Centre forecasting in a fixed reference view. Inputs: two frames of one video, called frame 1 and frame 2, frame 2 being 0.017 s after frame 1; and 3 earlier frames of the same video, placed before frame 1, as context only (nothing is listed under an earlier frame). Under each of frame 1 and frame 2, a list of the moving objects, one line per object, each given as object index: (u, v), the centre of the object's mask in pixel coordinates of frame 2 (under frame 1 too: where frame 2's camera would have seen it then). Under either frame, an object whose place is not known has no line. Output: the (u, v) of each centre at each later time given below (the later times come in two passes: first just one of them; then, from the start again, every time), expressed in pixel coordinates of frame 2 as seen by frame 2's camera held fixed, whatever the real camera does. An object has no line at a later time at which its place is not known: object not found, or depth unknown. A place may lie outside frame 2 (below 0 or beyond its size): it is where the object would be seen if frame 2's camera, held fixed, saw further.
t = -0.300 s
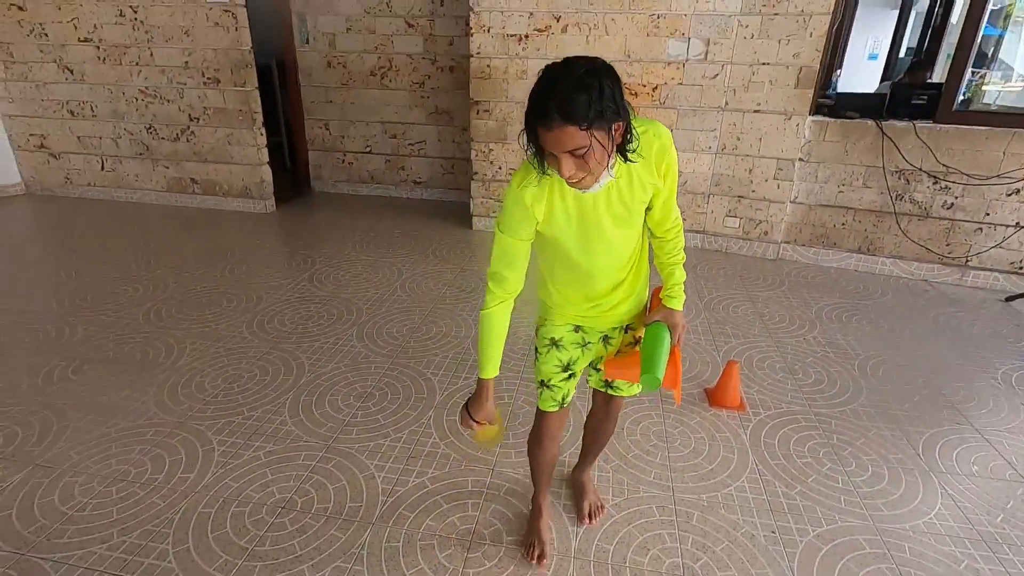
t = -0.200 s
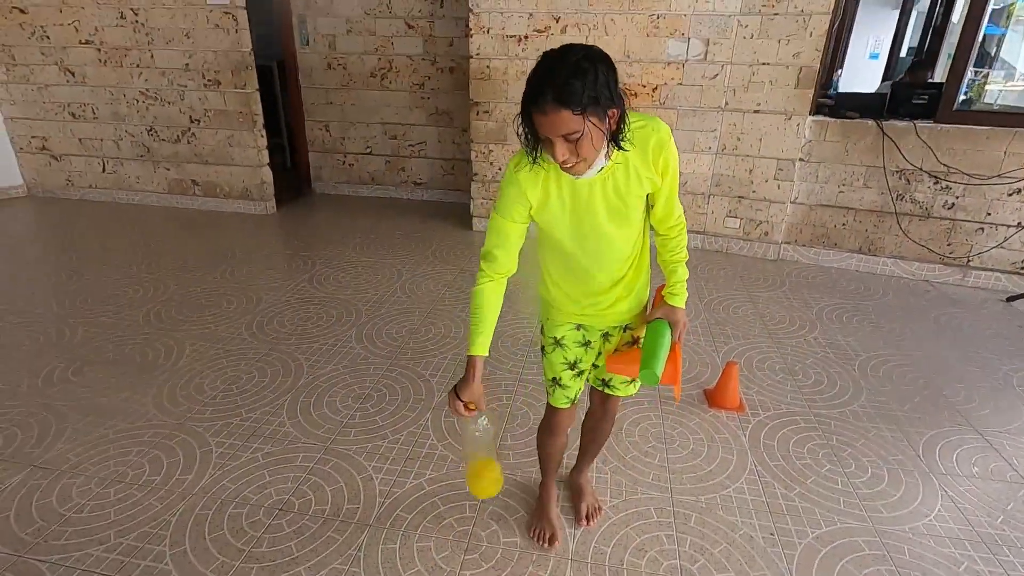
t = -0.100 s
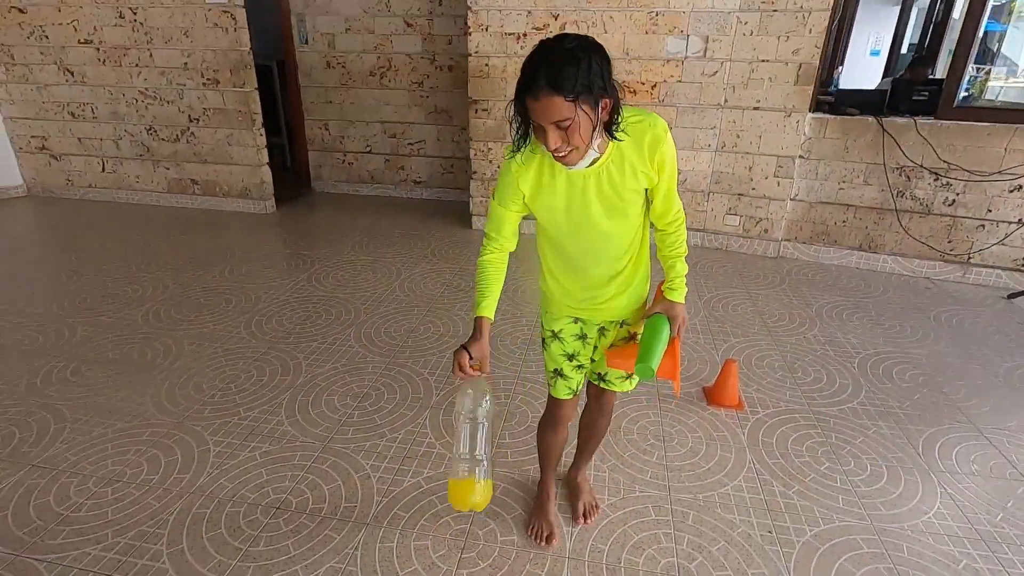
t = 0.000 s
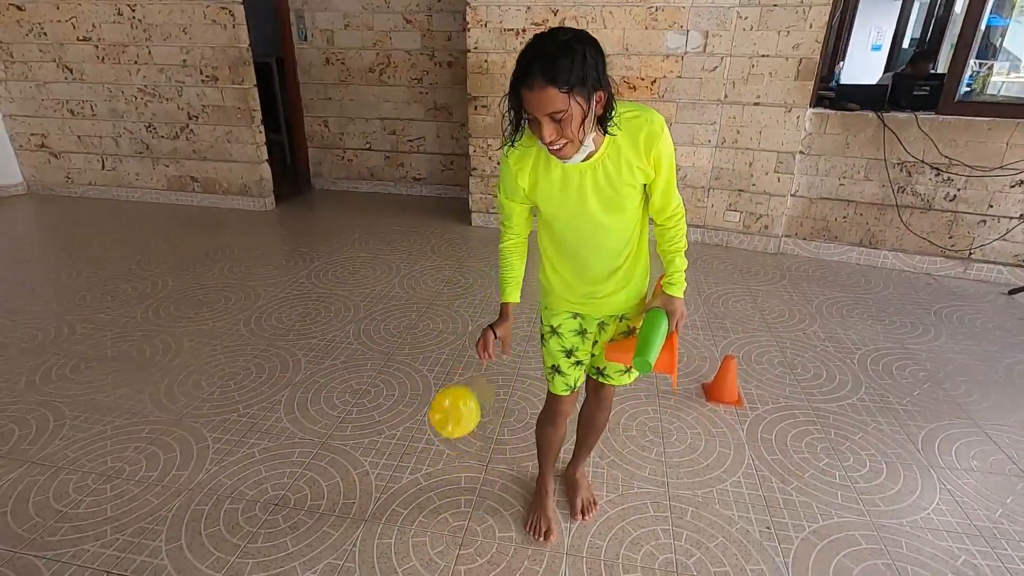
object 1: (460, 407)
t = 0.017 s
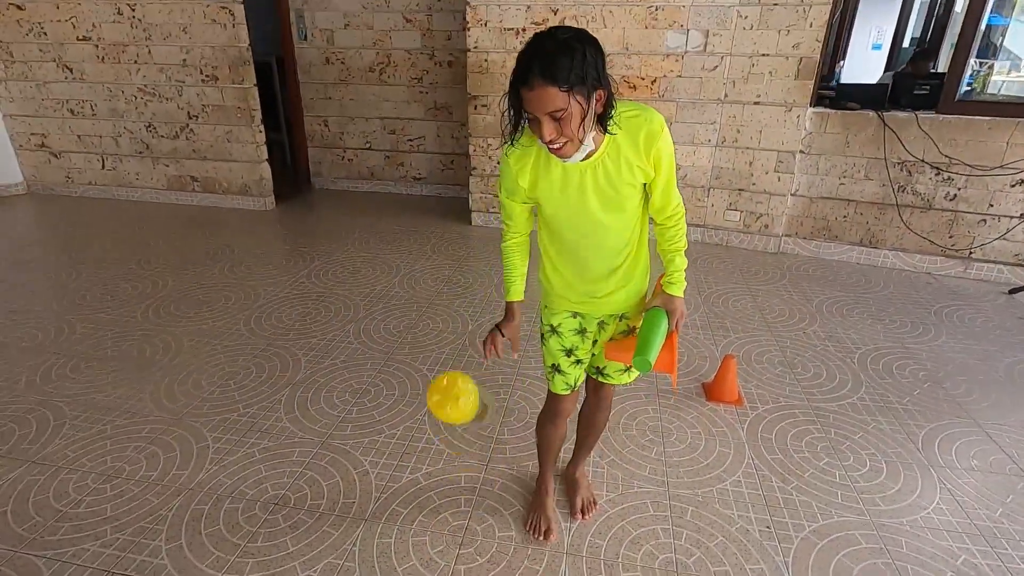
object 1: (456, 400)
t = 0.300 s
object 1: (422, 335)
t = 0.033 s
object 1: (458, 403)
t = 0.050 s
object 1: (456, 397)
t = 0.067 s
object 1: (454, 397)
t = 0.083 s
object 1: (452, 394)
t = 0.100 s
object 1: (449, 392)
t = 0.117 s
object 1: (445, 387)
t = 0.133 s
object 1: (442, 381)
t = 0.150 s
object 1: (439, 373)
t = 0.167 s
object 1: (436, 365)
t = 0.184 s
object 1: (434, 354)
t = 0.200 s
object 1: (431, 347)
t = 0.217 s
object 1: (428, 339)
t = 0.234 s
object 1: (427, 334)
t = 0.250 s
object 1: (425, 332)
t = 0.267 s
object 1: (424, 330)
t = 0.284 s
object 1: (423, 331)
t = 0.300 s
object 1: (422, 335)
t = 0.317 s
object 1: (422, 340)
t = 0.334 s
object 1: (422, 347)
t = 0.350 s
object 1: (421, 355)
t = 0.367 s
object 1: (421, 365)
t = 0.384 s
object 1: (422, 376)
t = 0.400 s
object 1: (422, 388)
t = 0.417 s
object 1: (423, 402)
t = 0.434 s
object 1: (423, 416)
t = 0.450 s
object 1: (424, 431)
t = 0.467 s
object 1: (425, 447)
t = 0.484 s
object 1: (426, 463)
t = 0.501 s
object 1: (426, 481)
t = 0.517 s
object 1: (427, 498)
